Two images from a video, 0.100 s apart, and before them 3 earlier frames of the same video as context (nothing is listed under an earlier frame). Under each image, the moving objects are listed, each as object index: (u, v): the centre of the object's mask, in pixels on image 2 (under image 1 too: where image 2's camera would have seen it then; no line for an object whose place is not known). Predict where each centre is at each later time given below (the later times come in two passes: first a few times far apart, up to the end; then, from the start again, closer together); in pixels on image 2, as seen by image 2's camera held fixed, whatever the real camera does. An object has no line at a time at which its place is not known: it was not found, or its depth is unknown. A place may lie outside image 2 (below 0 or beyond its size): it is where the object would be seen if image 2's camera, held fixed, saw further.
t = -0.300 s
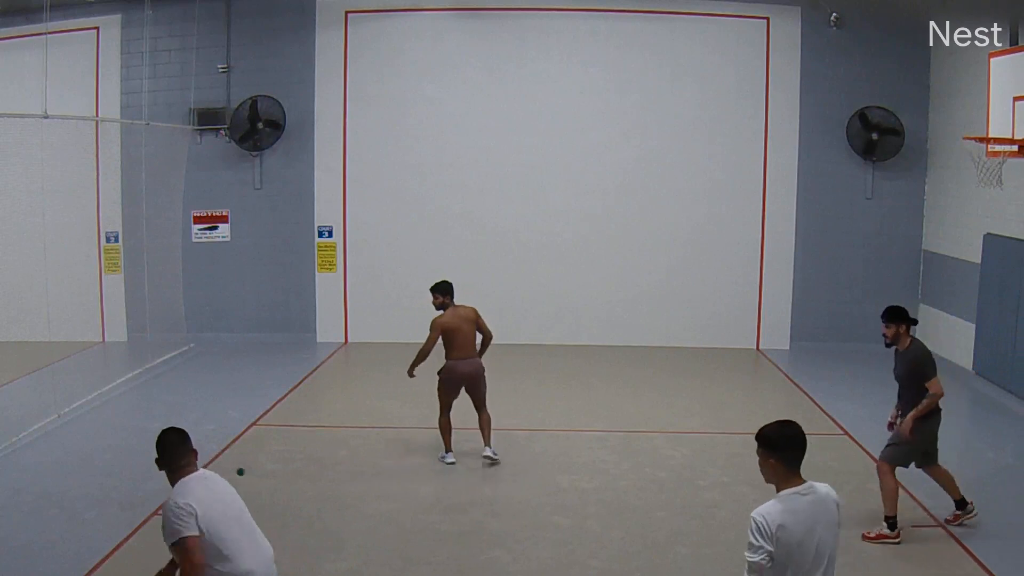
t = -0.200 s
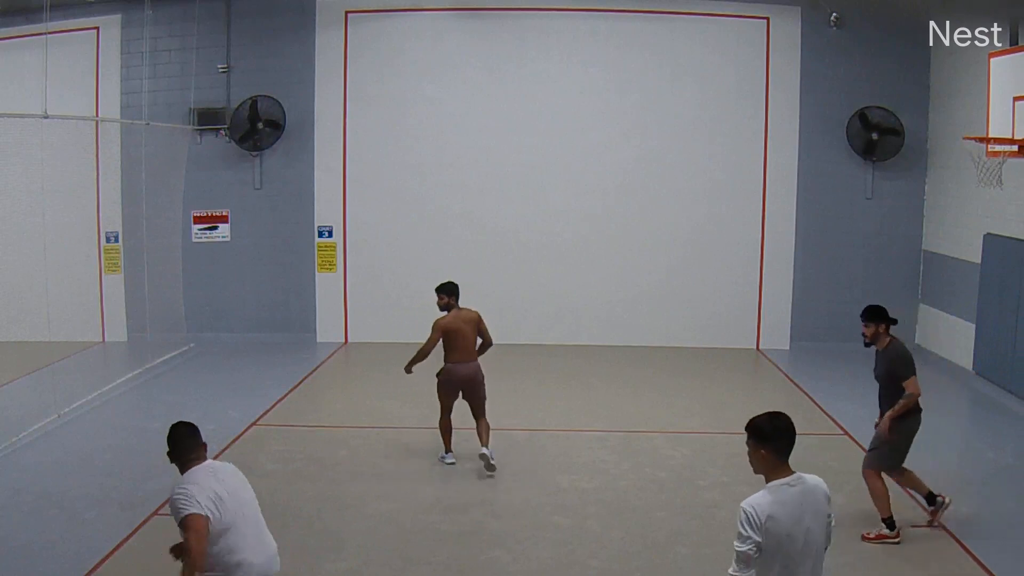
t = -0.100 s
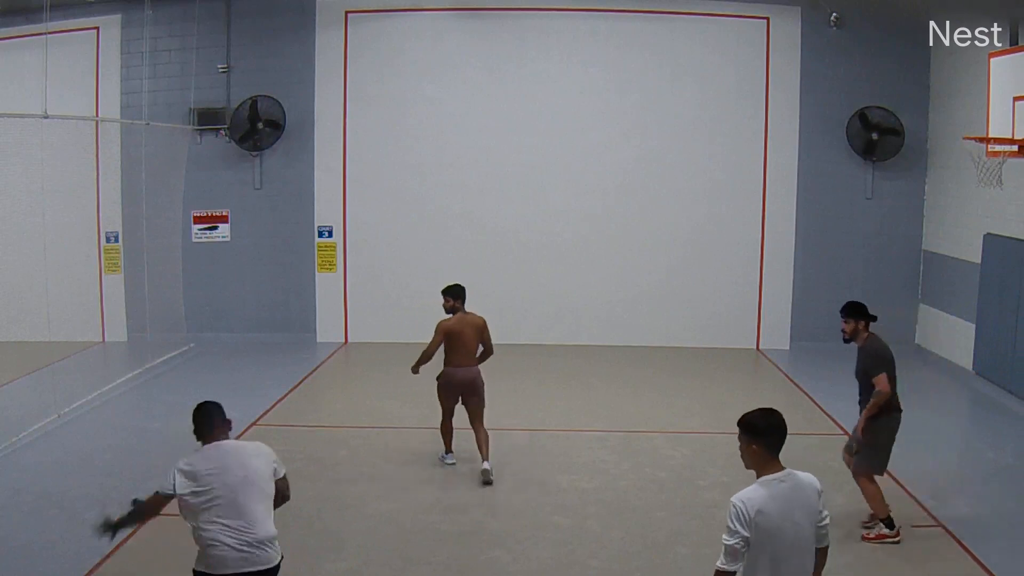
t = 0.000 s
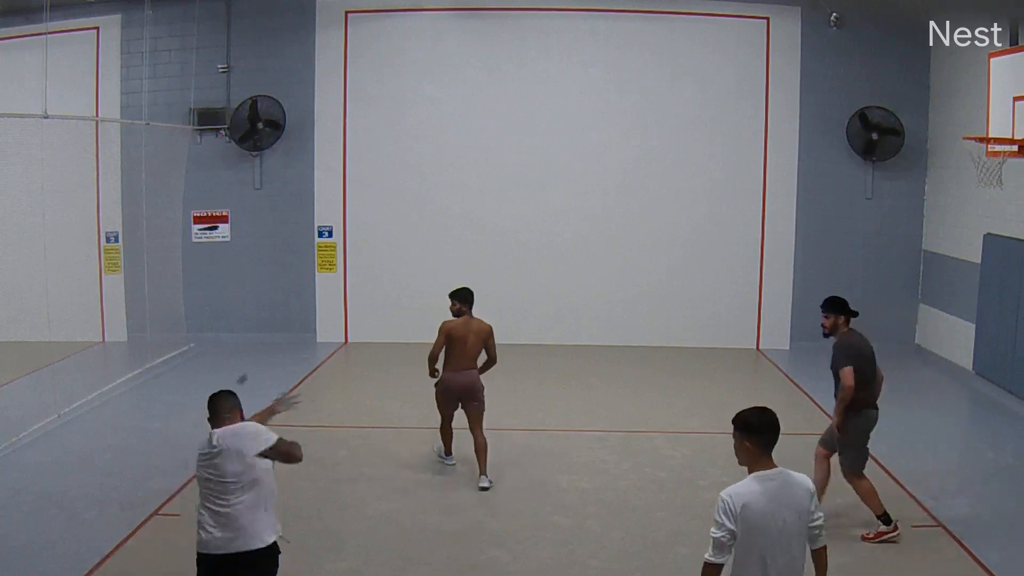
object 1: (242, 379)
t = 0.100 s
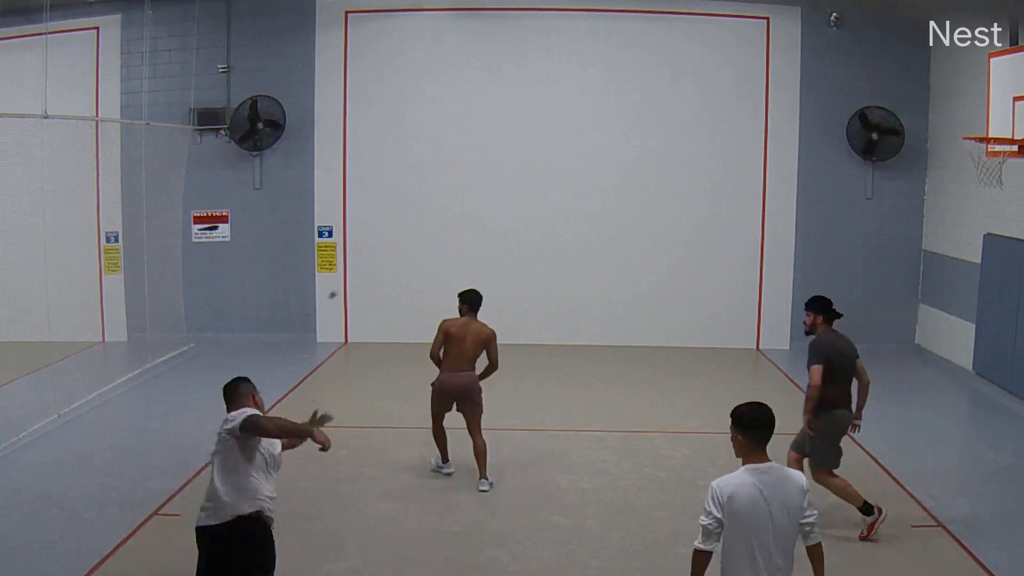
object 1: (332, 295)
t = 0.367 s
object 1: (460, 220)
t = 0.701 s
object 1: (505, 255)
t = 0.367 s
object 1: (460, 220)
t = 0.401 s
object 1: (470, 219)
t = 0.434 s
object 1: (479, 218)
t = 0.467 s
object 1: (487, 218)
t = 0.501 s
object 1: (494, 219)
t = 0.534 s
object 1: (497, 222)
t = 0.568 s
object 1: (498, 226)
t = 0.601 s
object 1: (499, 232)
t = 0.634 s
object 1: (501, 238)
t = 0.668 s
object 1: (503, 246)
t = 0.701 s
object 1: (505, 255)
